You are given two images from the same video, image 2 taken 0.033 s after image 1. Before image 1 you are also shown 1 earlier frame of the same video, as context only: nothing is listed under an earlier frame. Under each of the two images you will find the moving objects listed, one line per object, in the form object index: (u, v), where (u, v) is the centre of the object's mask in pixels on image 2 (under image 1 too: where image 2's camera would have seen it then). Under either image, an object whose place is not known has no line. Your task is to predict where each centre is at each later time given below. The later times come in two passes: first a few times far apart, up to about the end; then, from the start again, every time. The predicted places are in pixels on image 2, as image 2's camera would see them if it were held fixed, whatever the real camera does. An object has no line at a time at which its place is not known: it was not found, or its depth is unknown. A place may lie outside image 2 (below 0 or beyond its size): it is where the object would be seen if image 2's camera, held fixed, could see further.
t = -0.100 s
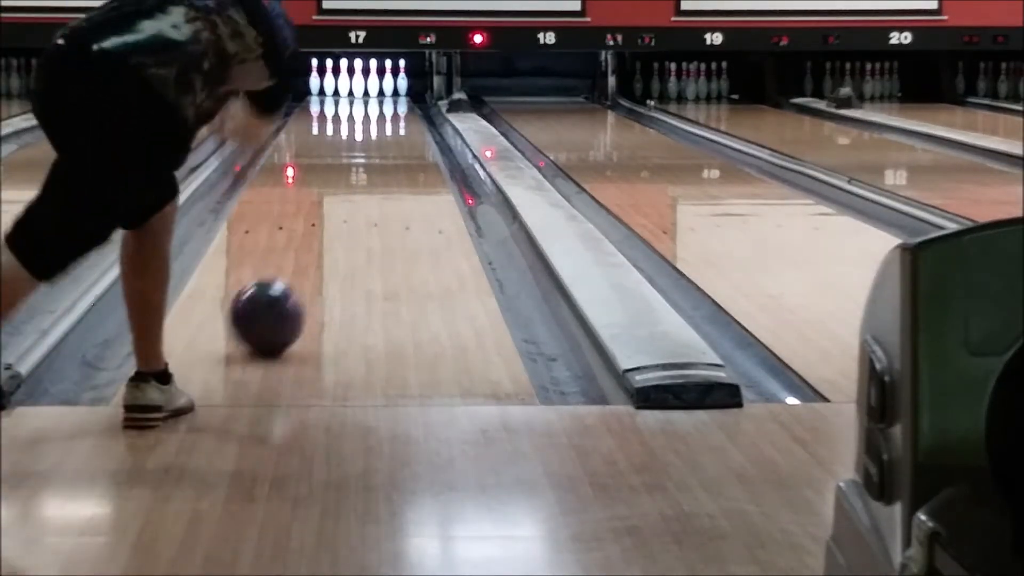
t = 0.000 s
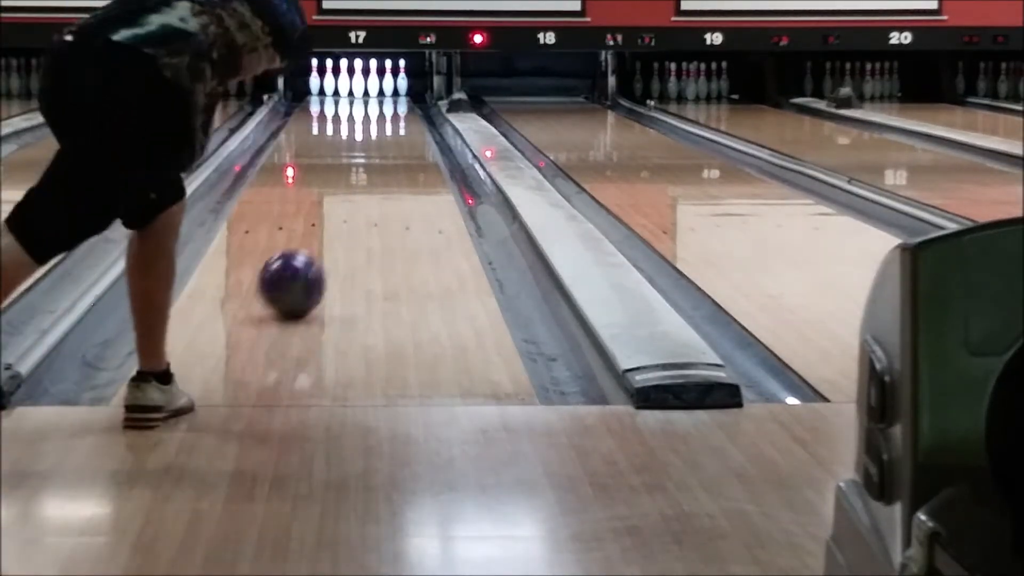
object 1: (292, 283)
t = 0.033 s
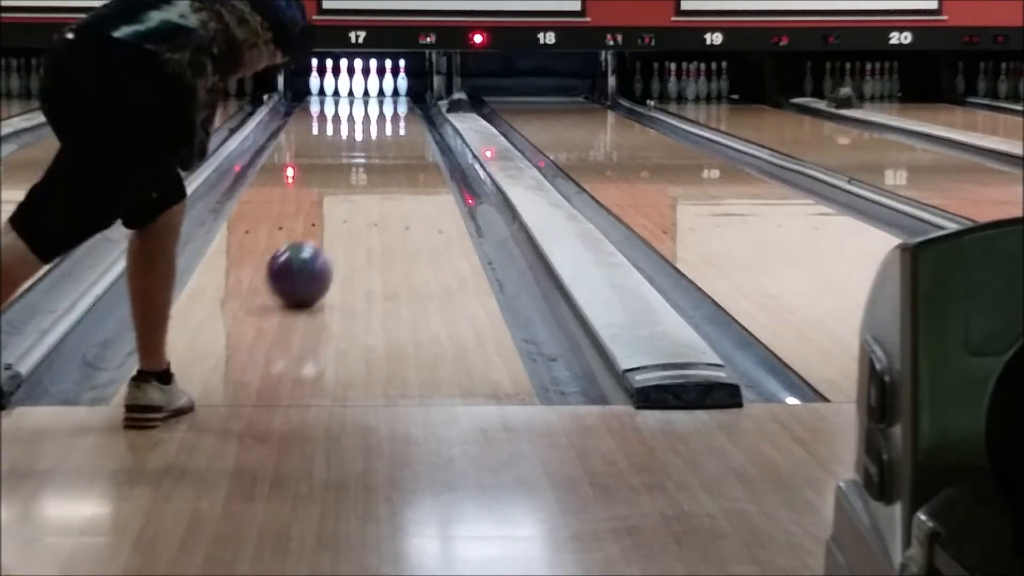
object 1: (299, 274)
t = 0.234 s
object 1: (333, 227)
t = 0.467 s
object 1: (360, 187)
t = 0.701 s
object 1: (376, 161)
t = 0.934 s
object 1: (389, 143)
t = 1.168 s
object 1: (396, 129)
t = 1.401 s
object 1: (400, 117)
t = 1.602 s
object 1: (401, 108)
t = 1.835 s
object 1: (395, 99)
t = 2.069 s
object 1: (382, 93)
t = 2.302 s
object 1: (370, 87)
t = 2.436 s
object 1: (372, 85)
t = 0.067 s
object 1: (306, 264)
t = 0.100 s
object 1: (312, 256)
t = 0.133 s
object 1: (317, 249)
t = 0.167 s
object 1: (323, 241)
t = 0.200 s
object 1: (329, 234)
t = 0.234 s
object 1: (333, 227)
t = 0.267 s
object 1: (338, 220)
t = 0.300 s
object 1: (342, 214)
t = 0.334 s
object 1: (346, 208)
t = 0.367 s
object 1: (350, 202)
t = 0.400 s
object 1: (353, 197)
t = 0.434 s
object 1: (356, 192)
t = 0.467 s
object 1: (360, 187)
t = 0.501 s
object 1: (362, 183)
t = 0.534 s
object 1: (365, 179)
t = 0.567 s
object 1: (367, 175)
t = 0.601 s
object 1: (370, 171)
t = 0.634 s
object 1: (373, 168)
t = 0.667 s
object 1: (375, 165)
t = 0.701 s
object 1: (376, 161)
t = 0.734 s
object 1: (379, 159)
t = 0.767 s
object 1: (381, 156)
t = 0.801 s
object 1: (383, 153)
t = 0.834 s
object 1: (384, 151)
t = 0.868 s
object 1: (386, 148)
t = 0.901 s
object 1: (387, 146)
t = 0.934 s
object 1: (389, 143)
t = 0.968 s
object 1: (390, 141)
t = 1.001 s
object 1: (391, 139)
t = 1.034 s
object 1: (393, 136)
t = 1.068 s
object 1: (393, 135)
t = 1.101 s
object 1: (394, 132)
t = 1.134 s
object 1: (395, 130)
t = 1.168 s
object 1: (396, 129)
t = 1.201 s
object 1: (397, 127)
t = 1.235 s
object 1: (398, 125)
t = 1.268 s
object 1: (398, 123)
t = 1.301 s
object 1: (399, 121)
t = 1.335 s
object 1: (399, 119)
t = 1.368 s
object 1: (400, 118)
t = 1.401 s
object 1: (400, 117)
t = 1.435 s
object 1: (400, 115)
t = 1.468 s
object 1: (400, 114)
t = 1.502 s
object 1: (401, 112)
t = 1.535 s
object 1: (401, 110)
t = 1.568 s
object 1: (401, 109)
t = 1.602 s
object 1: (401, 108)
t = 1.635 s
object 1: (400, 106)
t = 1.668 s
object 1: (399, 105)
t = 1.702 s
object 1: (399, 104)
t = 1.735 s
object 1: (398, 103)
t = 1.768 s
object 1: (397, 101)
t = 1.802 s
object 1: (396, 100)
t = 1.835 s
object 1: (395, 99)
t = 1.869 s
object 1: (393, 98)
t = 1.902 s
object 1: (391, 97)
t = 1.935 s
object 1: (390, 96)
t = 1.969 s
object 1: (388, 95)
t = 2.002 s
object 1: (386, 94)
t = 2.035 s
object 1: (384, 93)
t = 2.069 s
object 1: (382, 93)
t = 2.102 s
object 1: (379, 92)
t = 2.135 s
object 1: (377, 91)
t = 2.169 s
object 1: (375, 90)
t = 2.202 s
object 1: (372, 89)
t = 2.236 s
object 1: (370, 88)
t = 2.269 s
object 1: (370, 88)
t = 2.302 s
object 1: (370, 87)
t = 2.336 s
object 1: (370, 86)
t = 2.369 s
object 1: (370, 86)
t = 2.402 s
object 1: (371, 86)
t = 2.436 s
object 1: (372, 85)
